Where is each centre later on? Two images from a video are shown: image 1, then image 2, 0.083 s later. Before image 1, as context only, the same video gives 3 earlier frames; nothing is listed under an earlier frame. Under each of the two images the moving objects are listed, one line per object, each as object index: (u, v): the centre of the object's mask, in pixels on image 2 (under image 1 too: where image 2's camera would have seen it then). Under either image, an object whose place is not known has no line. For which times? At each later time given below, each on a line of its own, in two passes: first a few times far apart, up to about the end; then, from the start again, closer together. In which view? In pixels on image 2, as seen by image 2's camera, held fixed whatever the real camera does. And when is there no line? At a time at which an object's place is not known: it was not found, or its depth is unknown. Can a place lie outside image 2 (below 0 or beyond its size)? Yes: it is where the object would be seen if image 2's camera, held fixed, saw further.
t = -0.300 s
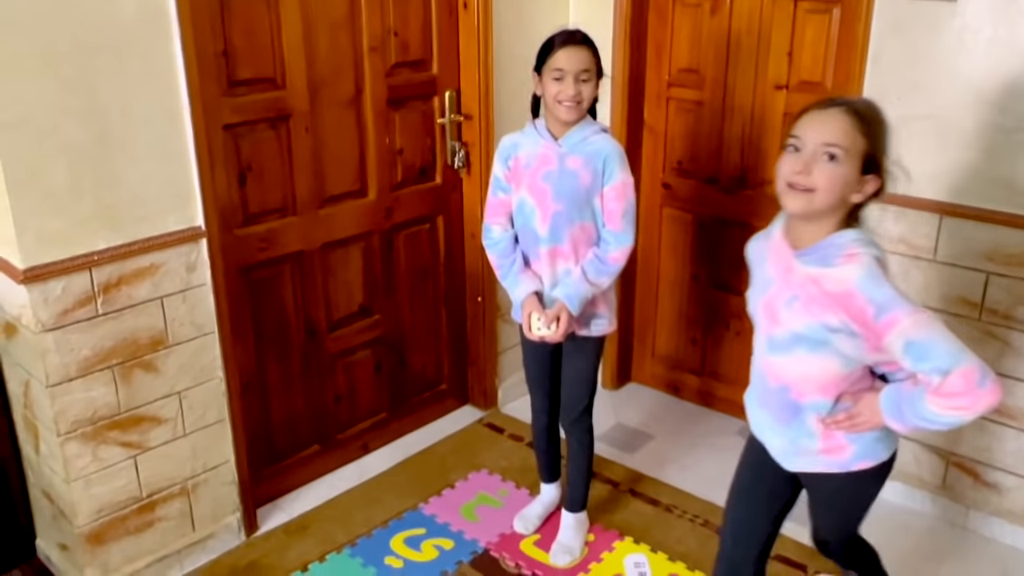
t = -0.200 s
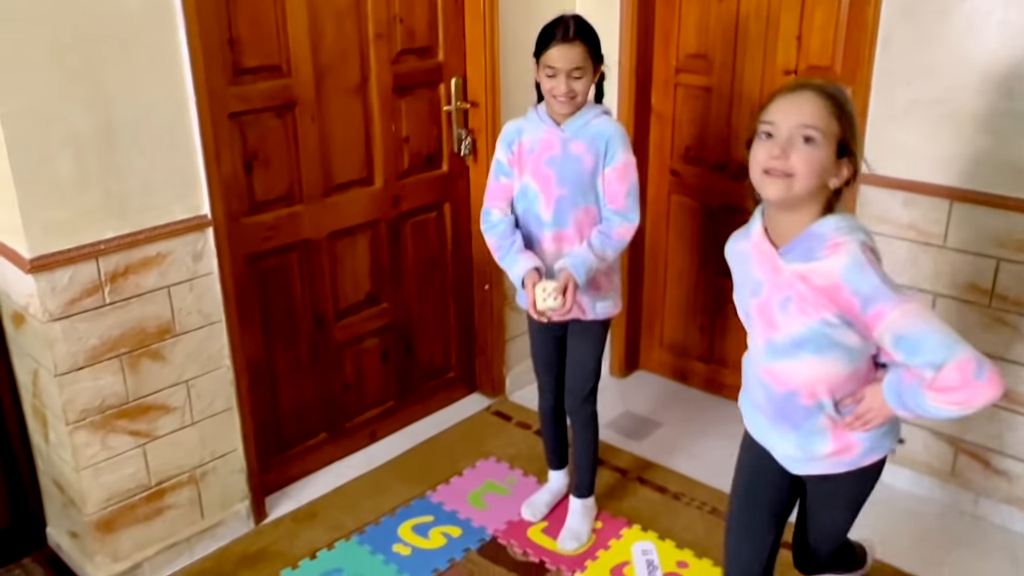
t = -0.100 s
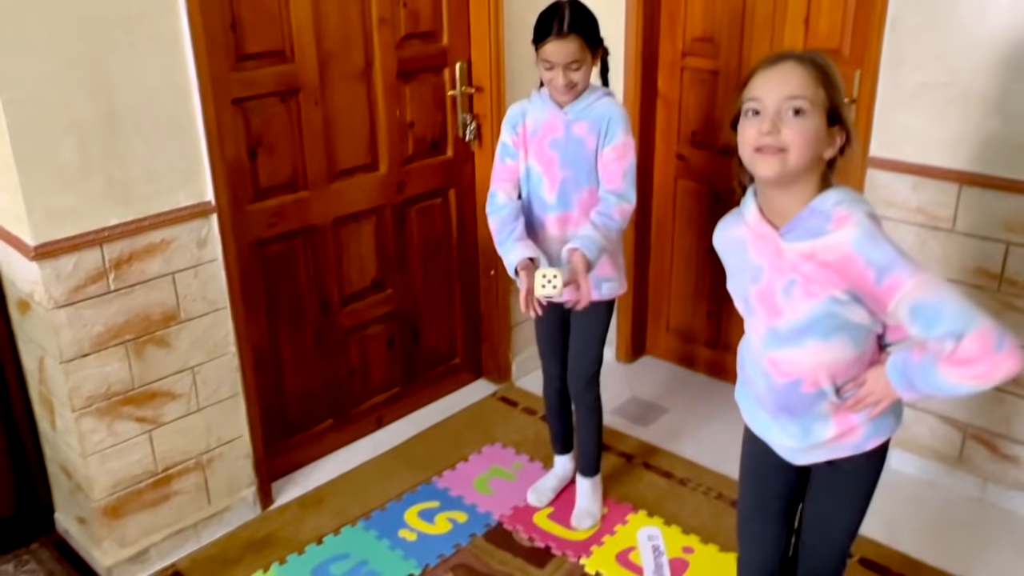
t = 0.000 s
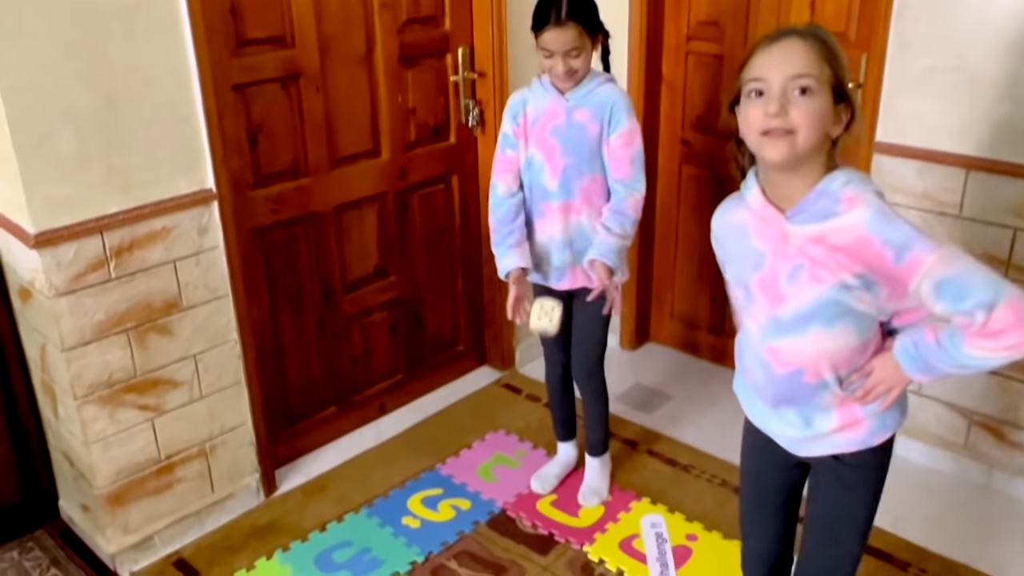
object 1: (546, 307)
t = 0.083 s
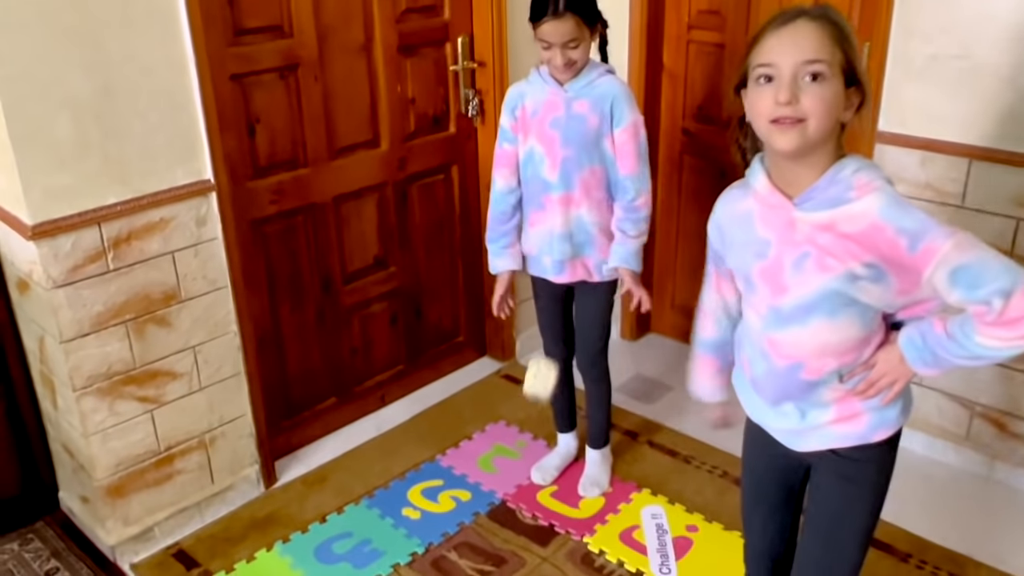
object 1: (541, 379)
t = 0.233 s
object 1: (532, 569)
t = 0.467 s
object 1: (529, 517)
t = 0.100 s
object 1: (539, 397)
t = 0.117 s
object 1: (538, 415)
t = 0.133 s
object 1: (537, 435)
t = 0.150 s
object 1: (536, 455)
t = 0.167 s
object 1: (534, 479)
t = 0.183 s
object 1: (533, 504)
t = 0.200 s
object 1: (533, 526)
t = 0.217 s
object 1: (532, 549)
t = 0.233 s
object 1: (532, 569)
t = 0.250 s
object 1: (532, 583)
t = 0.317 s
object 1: (529, 592)
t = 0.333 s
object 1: (528, 586)
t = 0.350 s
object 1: (528, 579)
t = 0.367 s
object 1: (528, 569)
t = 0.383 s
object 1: (528, 558)
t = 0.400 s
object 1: (528, 547)
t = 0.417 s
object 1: (528, 538)
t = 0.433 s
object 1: (528, 530)
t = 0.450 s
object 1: (528, 524)
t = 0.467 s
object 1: (529, 517)
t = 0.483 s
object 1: (529, 512)
